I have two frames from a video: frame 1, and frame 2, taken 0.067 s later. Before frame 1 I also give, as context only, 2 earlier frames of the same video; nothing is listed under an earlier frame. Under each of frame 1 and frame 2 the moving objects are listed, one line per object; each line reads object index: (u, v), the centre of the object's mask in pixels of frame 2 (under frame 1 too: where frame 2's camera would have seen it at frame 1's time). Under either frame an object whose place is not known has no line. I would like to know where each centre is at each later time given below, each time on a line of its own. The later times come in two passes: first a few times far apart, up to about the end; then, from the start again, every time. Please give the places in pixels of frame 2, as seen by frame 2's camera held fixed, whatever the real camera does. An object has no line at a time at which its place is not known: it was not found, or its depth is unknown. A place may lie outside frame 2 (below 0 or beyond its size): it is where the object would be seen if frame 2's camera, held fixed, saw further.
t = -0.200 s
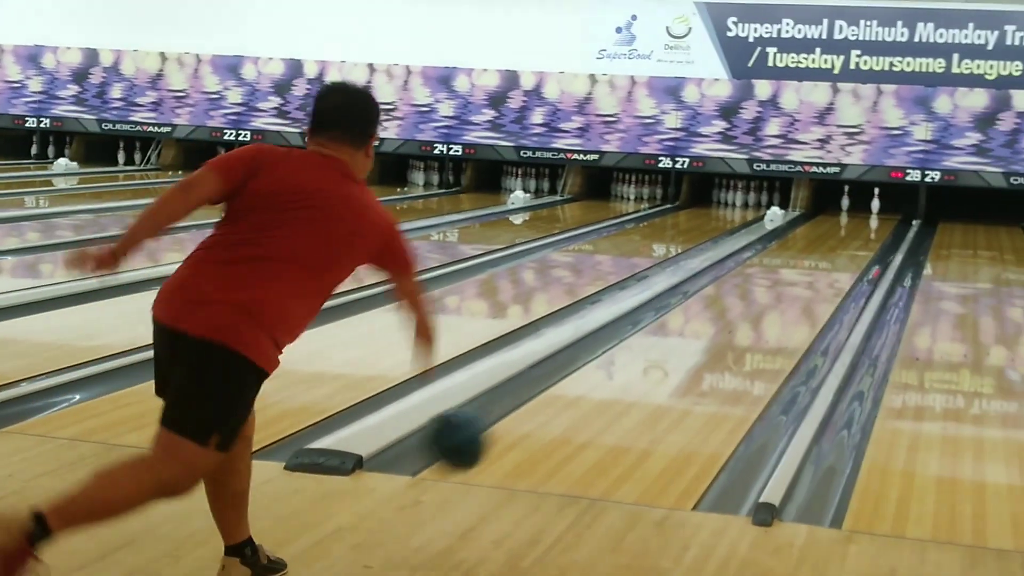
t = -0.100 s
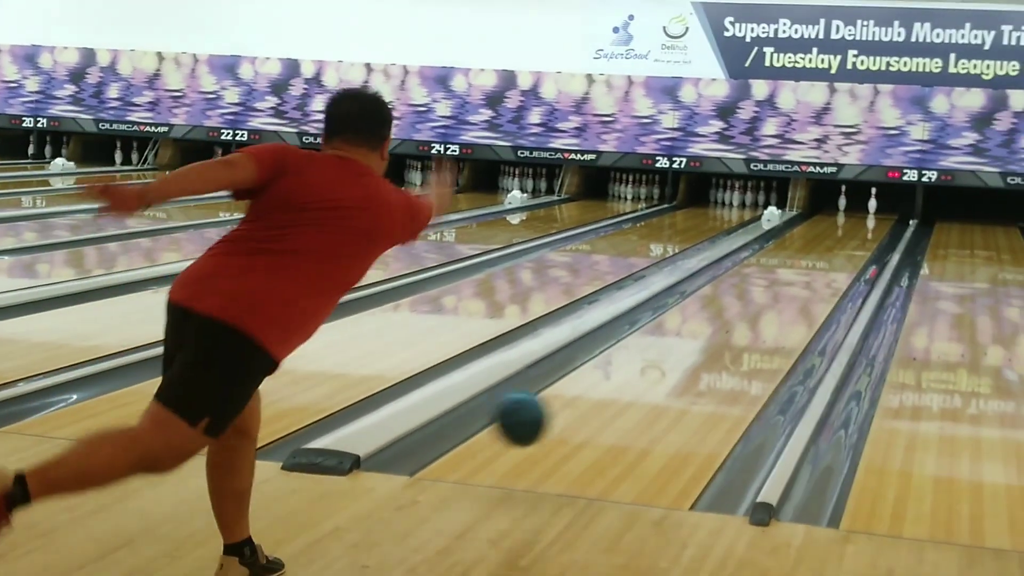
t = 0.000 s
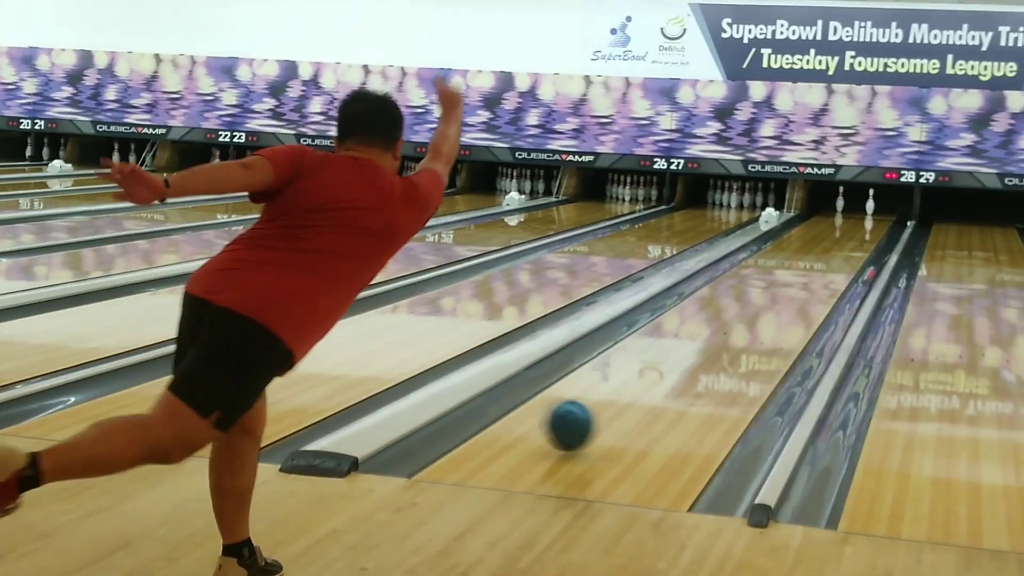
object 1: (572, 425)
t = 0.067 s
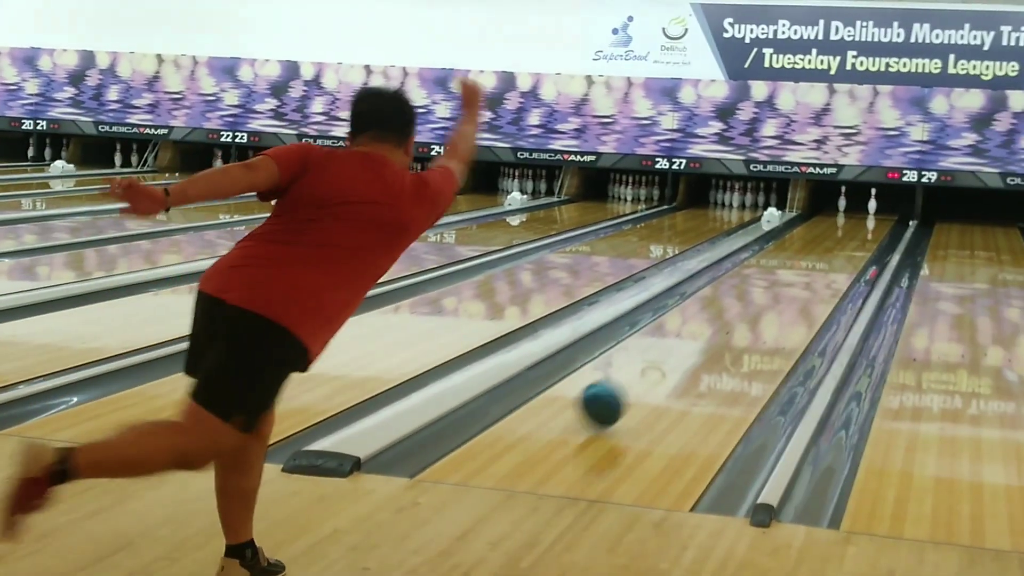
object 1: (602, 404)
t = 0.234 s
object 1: (659, 365)
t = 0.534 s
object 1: (730, 316)
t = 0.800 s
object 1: (771, 286)
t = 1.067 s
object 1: (802, 264)
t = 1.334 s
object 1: (824, 247)
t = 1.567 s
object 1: (840, 236)
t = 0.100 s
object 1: (615, 396)
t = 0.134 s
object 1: (627, 389)
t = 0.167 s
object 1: (638, 381)
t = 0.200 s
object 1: (649, 373)
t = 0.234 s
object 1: (659, 365)
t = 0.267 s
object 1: (669, 359)
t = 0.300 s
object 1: (678, 352)
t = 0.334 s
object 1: (687, 346)
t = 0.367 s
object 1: (695, 340)
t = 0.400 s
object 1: (703, 335)
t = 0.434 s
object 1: (710, 330)
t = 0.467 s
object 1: (717, 325)
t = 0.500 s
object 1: (723, 321)
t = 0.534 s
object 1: (730, 316)
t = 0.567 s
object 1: (736, 312)
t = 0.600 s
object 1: (742, 308)
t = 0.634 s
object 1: (747, 304)
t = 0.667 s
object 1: (752, 300)
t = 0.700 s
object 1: (757, 296)
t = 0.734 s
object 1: (762, 292)
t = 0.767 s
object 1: (767, 289)
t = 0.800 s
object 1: (771, 286)
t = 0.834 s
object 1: (775, 283)
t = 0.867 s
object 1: (780, 279)
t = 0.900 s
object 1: (783, 277)
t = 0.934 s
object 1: (787, 274)
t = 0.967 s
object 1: (791, 271)
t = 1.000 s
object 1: (795, 269)
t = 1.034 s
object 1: (798, 266)
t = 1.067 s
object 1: (802, 264)
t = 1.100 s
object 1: (805, 262)
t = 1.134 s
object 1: (808, 260)
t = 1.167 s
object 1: (810, 257)
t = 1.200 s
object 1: (814, 255)
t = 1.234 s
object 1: (817, 253)
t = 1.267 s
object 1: (819, 251)
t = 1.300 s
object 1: (822, 249)
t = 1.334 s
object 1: (824, 247)
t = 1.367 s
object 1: (827, 245)
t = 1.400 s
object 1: (829, 244)
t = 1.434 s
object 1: (831, 242)
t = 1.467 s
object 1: (834, 241)
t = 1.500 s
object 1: (836, 239)
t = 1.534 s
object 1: (838, 238)
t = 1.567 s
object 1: (840, 236)
